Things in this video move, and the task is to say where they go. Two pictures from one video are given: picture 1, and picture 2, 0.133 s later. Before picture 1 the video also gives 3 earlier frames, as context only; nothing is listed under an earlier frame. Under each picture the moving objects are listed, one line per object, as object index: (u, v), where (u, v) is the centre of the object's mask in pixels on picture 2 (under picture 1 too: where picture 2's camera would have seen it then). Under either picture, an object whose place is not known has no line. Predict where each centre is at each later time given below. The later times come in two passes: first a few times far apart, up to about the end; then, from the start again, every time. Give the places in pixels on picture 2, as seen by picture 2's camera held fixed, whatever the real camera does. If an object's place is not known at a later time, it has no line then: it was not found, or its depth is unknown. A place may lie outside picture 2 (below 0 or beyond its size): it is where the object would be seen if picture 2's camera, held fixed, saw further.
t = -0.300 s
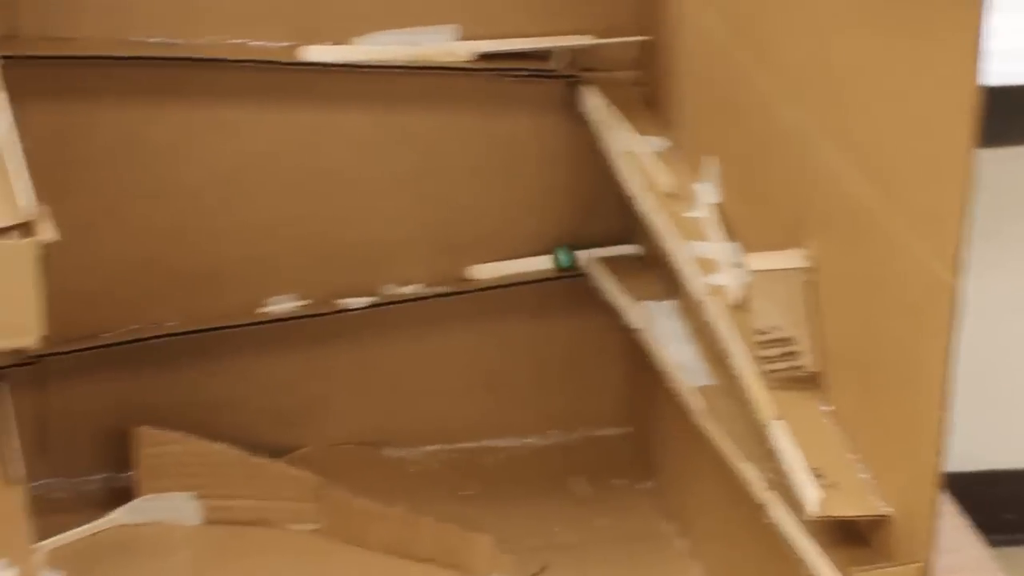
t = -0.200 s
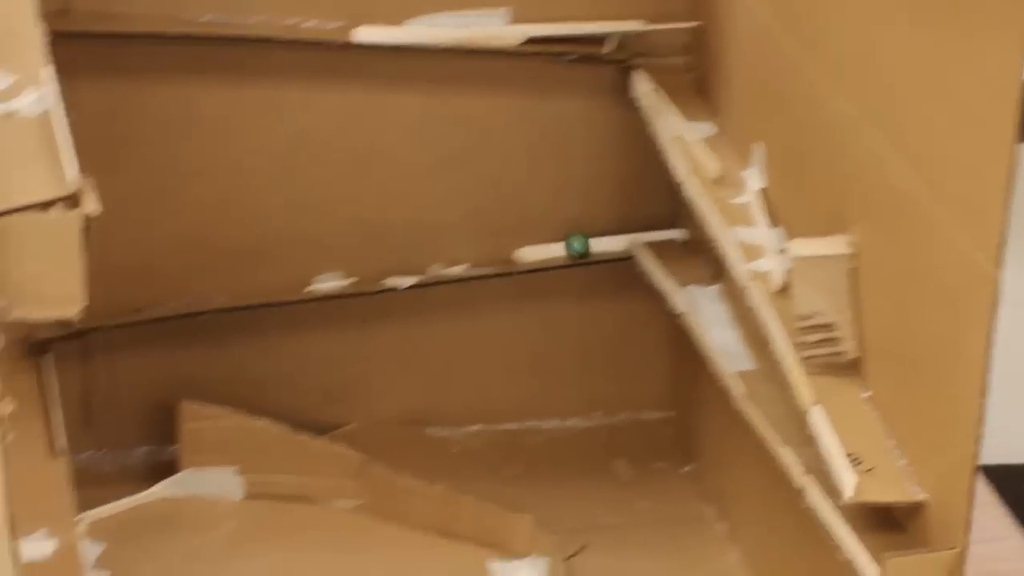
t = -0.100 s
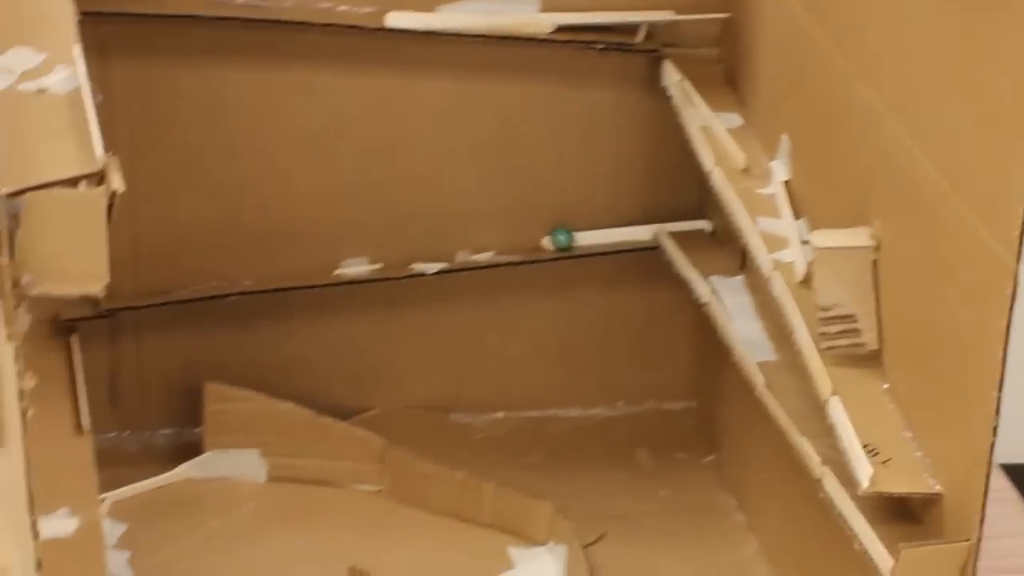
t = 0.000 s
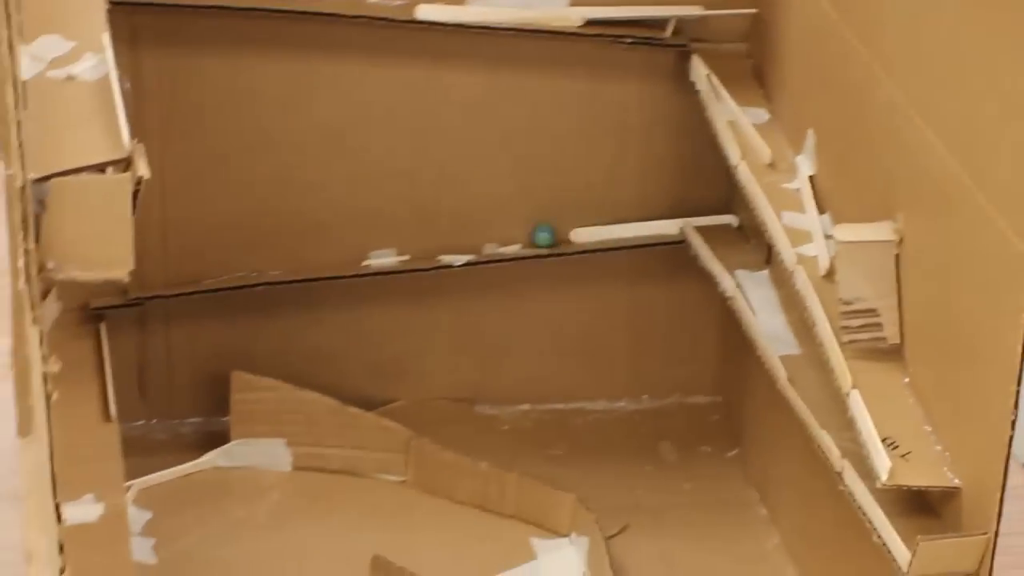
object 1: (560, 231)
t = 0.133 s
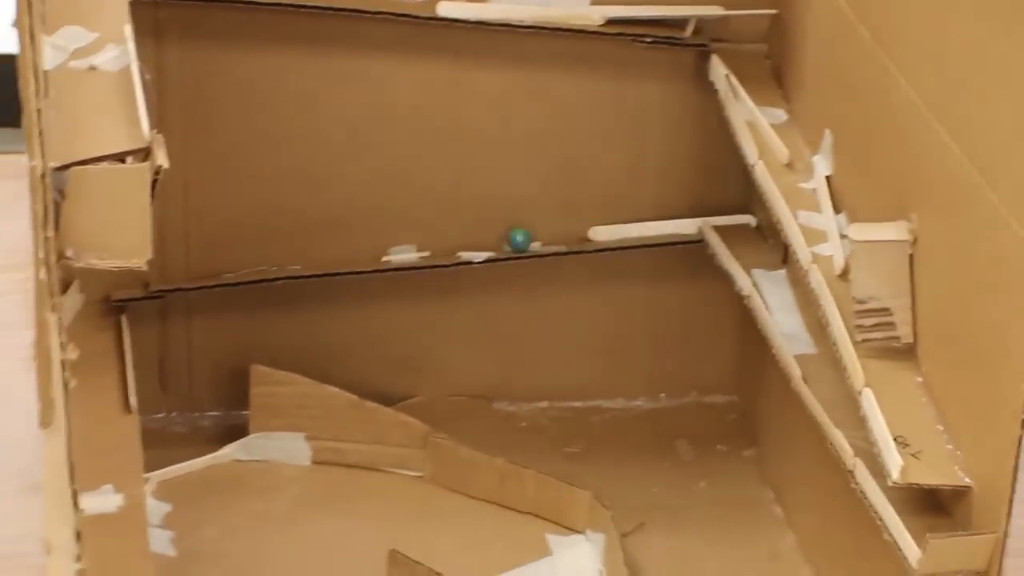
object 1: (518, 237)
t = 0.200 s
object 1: (503, 237)
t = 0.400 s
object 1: (443, 244)
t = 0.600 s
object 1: (395, 248)
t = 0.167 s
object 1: (512, 237)
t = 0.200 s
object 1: (503, 237)
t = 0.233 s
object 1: (496, 240)
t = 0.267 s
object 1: (485, 240)
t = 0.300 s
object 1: (474, 239)
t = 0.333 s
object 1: (463, 241)
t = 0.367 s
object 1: (452, 243)
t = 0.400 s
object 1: (443, 244)
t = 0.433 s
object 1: (433, 244)
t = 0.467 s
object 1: (423, 245)
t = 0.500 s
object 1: (415, 246)
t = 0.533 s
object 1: (408, 248)
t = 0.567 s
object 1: (402, 248)
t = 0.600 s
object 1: (395, 248)
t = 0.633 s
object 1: (391, 249)
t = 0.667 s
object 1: (386, 250)
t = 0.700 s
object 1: (380, 250)
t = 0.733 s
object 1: (373, 250)
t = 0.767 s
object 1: (365, 250)
